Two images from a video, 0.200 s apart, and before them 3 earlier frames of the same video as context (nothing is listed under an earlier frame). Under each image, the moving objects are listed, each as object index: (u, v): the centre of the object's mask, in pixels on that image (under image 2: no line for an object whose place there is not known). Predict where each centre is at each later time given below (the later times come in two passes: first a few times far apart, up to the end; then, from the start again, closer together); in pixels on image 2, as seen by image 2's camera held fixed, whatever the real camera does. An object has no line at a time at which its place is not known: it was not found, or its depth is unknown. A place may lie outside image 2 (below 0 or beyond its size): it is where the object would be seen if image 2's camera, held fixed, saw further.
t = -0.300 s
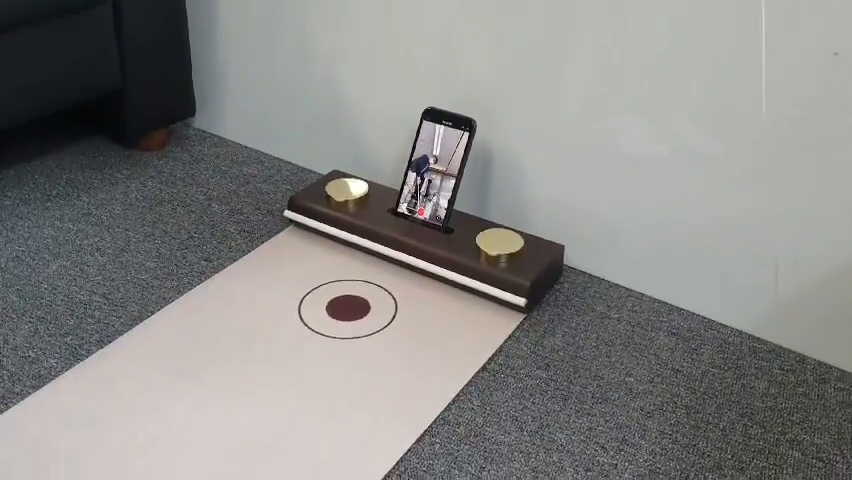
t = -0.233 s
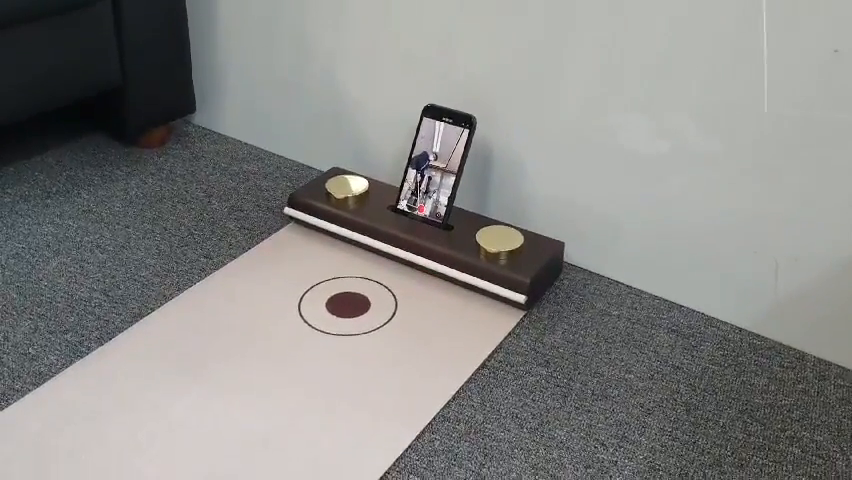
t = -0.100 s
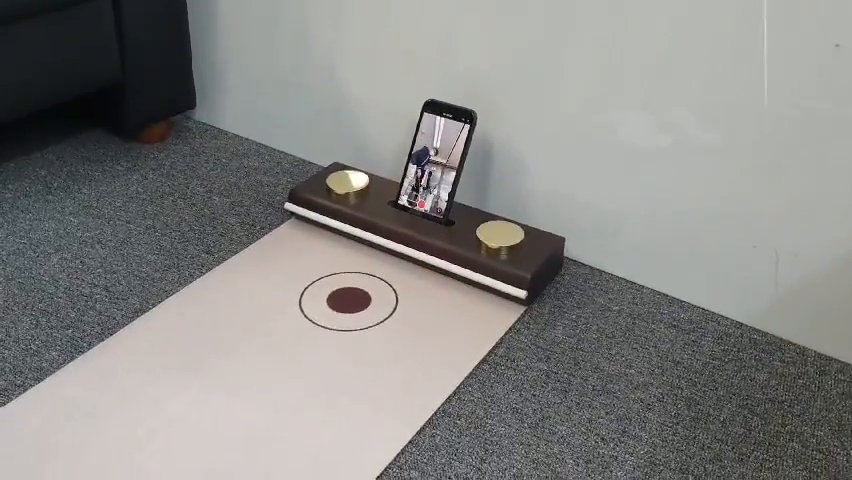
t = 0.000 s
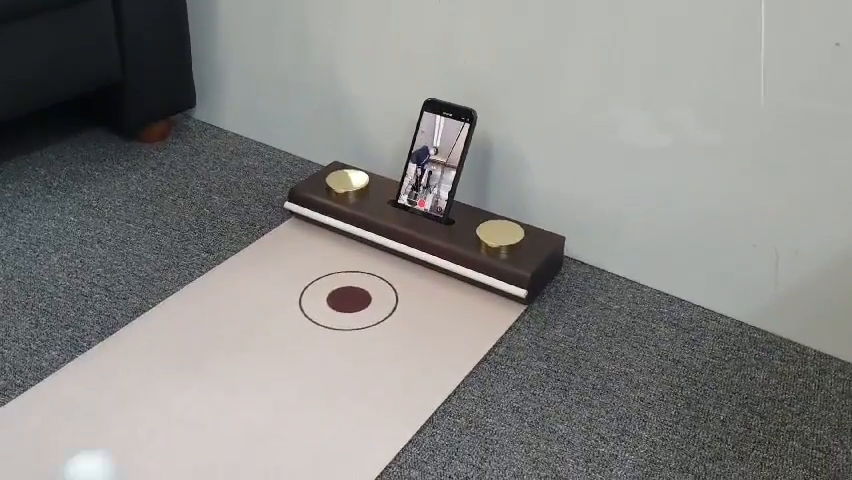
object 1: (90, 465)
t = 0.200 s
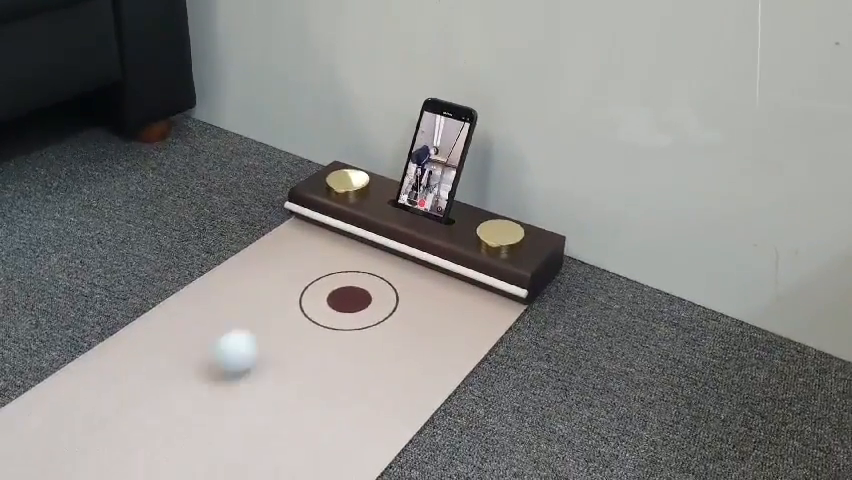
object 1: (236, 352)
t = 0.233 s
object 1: (256, 335)
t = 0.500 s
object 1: (342, 255)
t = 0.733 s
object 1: (280, 300)
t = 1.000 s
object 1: (206, 349)
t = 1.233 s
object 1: (141, 389)
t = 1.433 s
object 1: (86, 421)
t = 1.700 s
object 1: (20, 458)
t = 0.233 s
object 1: (256, 335)
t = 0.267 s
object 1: (274, 319)
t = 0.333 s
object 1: (307, 289)
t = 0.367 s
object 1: (323, 276)
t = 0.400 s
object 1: (338, 264)
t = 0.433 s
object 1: (352, 253)
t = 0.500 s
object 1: (342, 255)
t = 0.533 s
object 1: (334, 264)
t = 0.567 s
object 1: (324, 271)
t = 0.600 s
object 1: (315, 276)
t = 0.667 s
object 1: (298, 288)
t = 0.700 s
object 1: (289, 294)
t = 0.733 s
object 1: (280, 300)
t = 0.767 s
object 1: (270, 306)
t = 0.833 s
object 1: (252, 318)
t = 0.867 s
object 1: (243, 324)
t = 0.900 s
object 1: (234, 331)
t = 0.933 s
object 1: (224, 337)
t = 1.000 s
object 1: (206, 349)
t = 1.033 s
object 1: (196, 355)
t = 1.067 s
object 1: (187, 361)
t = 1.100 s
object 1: (178, 366)
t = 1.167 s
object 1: (159, 378)
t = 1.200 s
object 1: (150, 384)
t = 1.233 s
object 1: (141, 389)
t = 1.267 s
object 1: (132, 394)
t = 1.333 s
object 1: (113, 405)
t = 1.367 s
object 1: (104, 410)
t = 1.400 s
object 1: (95, 415)
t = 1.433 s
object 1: (86, 421)
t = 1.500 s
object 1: (68, 431)
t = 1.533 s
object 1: (60, 436)
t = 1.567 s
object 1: (51, 442)
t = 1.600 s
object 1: (43, 447)
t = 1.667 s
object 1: (27, 455)
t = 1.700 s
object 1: (20, 458)
